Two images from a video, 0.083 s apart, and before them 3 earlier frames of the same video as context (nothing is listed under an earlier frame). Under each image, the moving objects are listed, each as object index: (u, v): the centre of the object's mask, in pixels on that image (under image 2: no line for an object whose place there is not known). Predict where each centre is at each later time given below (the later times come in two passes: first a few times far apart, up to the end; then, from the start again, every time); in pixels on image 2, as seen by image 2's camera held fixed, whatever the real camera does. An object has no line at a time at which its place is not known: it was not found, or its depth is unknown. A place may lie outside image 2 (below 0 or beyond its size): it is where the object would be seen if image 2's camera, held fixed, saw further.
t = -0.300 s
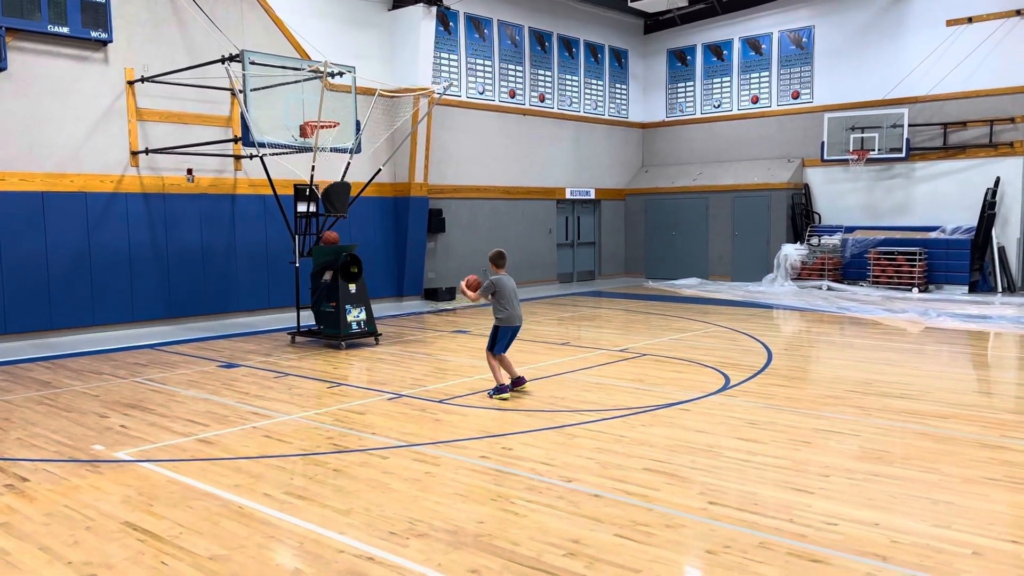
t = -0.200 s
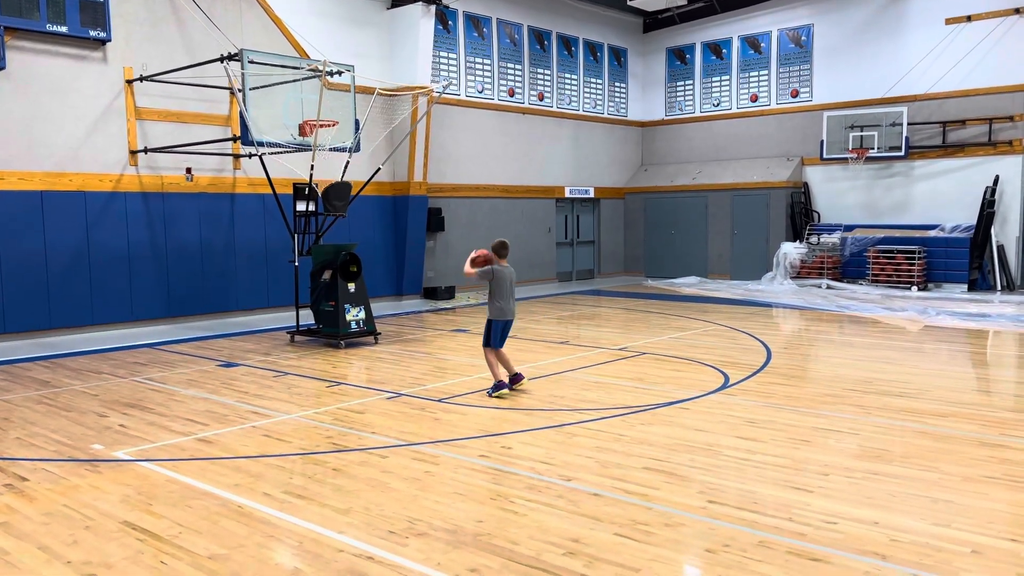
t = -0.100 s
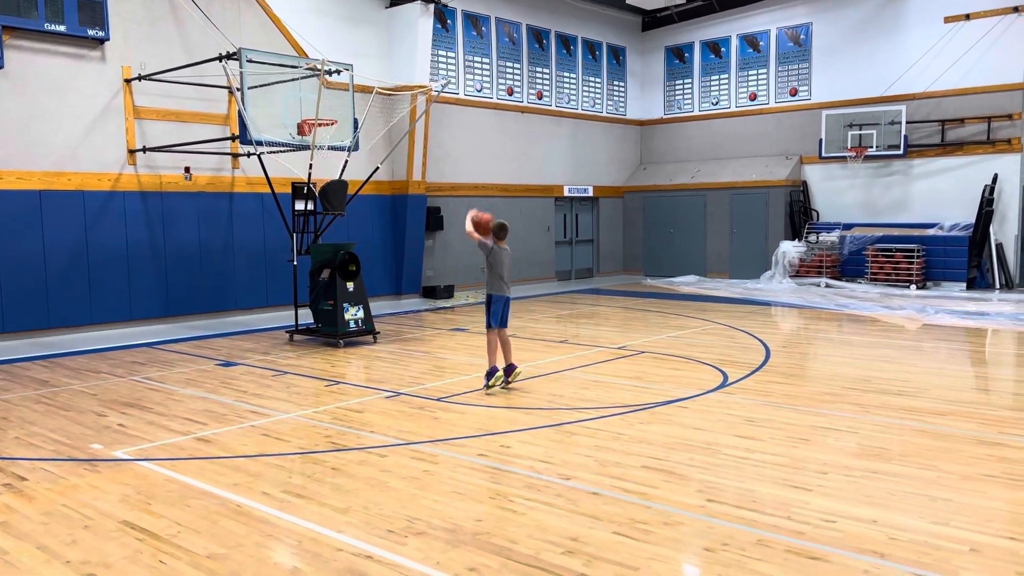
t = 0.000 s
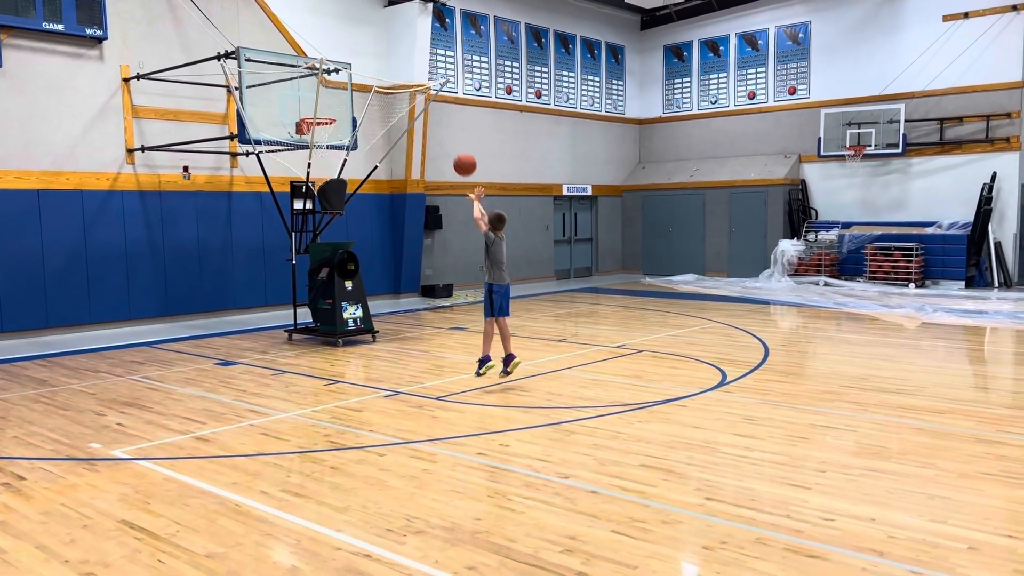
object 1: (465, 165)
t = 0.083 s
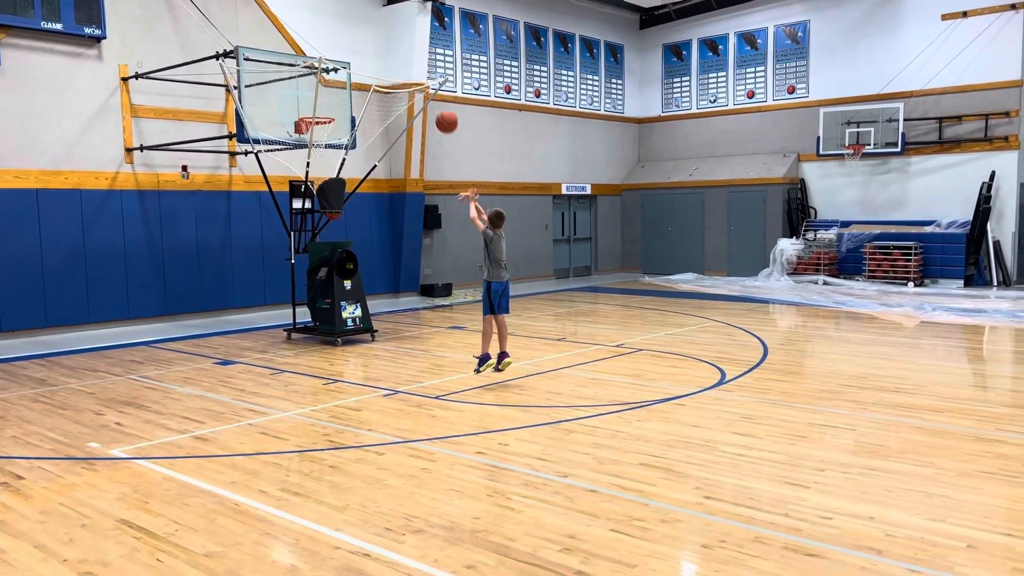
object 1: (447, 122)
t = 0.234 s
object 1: (418, 67)
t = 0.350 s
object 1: (398, 42)
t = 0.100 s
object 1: (443, 115)
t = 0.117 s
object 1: (440, 107)
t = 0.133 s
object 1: (437, 101)
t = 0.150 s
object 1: (434, 95)
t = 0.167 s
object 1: (430, 88)
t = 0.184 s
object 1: (427, 83)
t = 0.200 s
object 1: (424, 77)
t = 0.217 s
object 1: (421, 72)
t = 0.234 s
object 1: (418, 67)
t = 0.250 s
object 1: (415, 63)
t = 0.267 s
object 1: (412, 59)
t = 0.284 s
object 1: (409, 55)
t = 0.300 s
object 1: (406, 51)
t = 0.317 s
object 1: (403, 48)
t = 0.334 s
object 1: (401, 45)
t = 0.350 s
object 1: (398, 42)
